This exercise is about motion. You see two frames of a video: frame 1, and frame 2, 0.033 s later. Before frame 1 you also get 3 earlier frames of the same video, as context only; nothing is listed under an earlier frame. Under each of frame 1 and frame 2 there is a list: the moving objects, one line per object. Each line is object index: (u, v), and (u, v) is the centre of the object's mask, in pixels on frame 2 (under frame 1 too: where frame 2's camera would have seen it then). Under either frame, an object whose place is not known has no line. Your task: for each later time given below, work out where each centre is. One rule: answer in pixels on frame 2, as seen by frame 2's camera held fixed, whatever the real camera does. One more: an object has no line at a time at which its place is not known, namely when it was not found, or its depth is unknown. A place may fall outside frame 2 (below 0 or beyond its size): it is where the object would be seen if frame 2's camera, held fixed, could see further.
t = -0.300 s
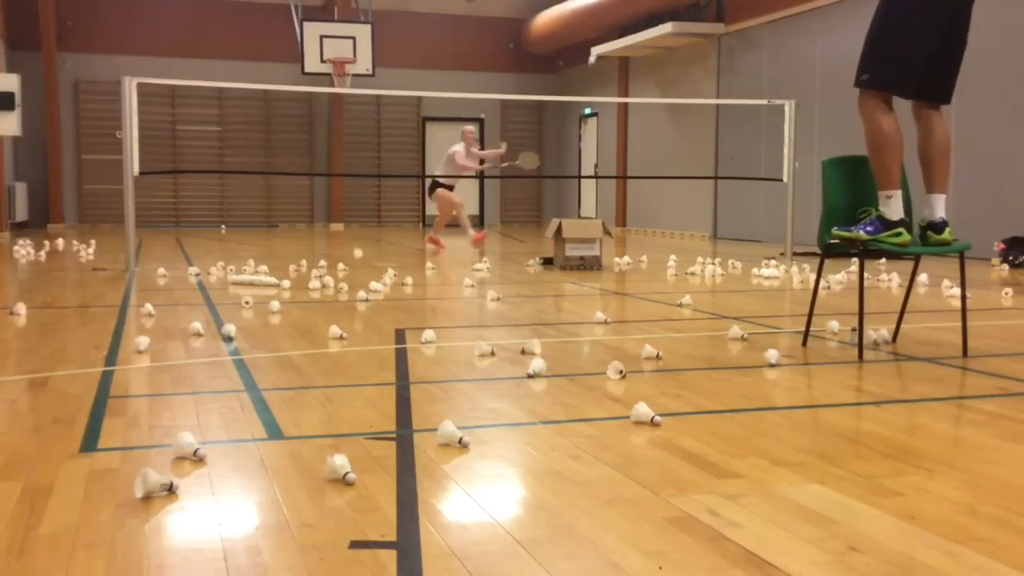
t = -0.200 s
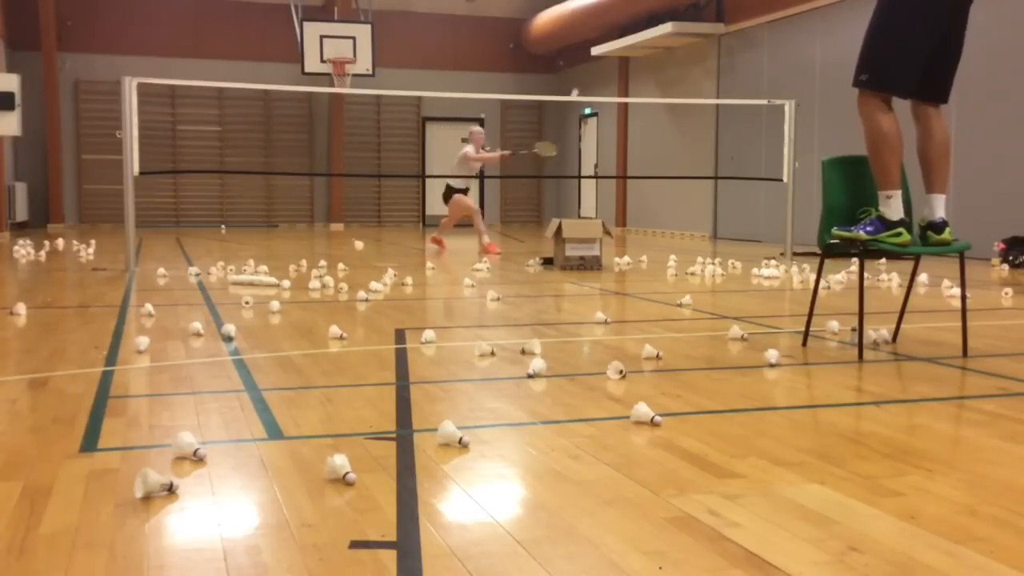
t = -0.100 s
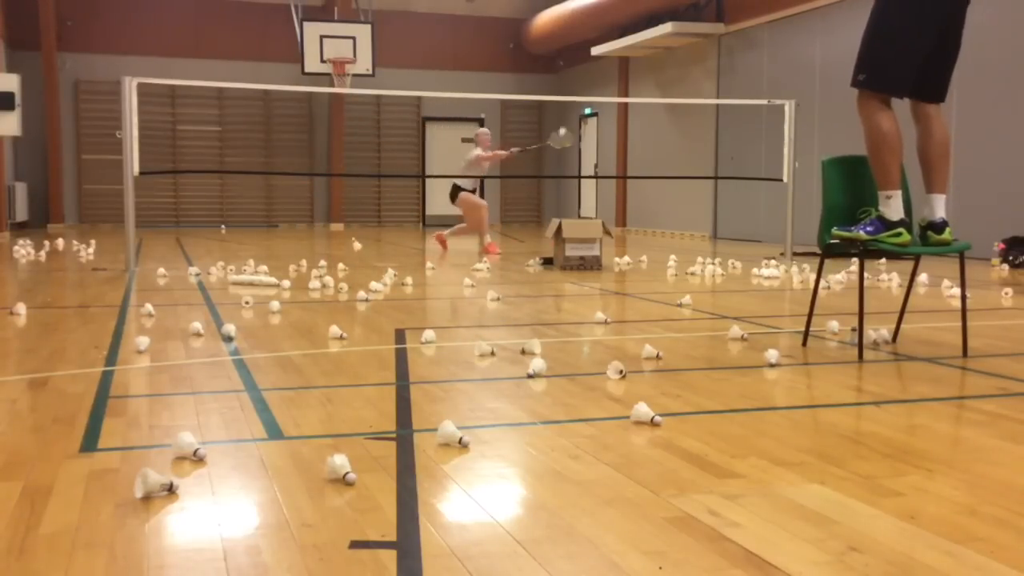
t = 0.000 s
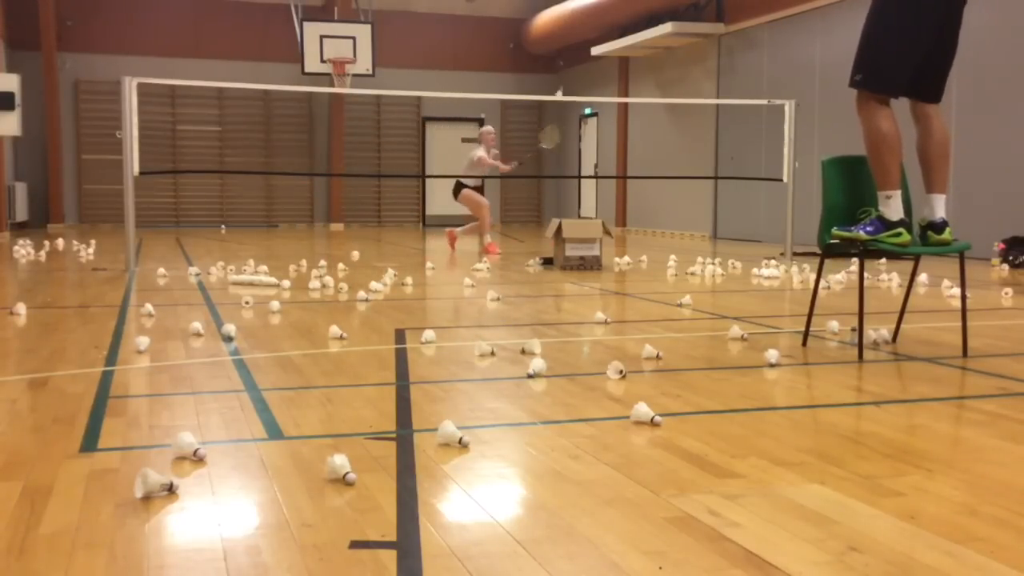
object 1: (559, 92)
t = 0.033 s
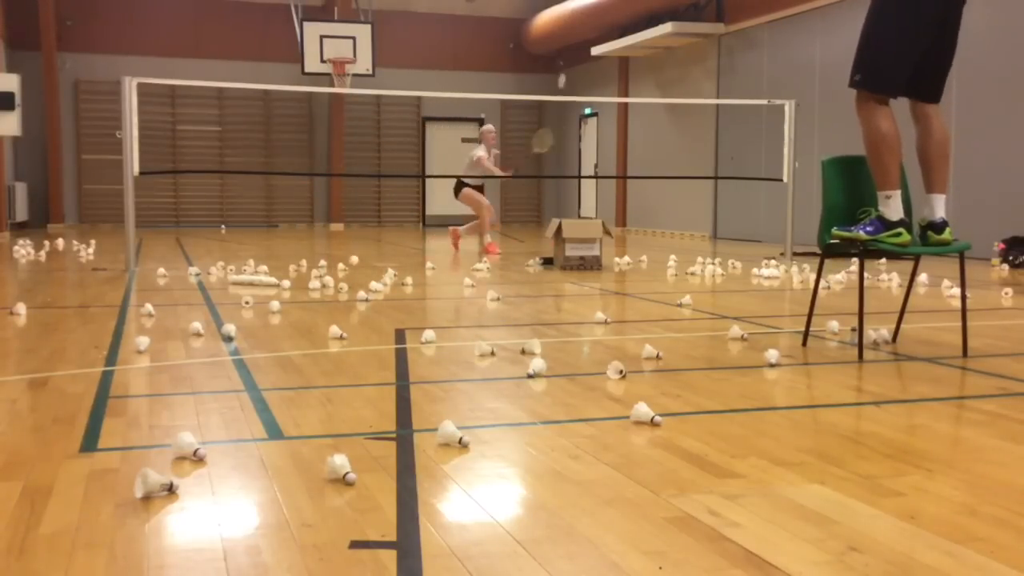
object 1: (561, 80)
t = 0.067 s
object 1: (560, 66)
